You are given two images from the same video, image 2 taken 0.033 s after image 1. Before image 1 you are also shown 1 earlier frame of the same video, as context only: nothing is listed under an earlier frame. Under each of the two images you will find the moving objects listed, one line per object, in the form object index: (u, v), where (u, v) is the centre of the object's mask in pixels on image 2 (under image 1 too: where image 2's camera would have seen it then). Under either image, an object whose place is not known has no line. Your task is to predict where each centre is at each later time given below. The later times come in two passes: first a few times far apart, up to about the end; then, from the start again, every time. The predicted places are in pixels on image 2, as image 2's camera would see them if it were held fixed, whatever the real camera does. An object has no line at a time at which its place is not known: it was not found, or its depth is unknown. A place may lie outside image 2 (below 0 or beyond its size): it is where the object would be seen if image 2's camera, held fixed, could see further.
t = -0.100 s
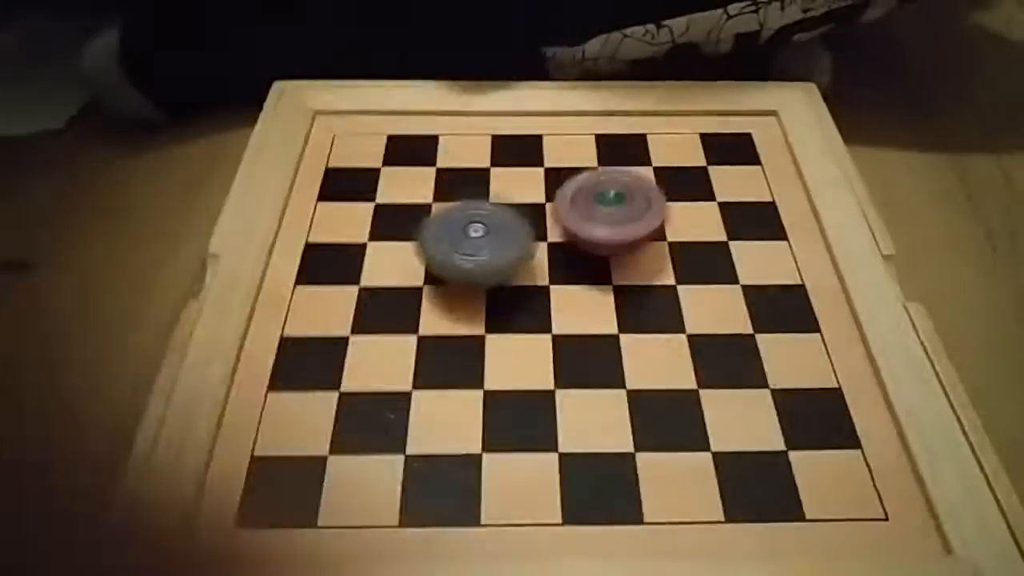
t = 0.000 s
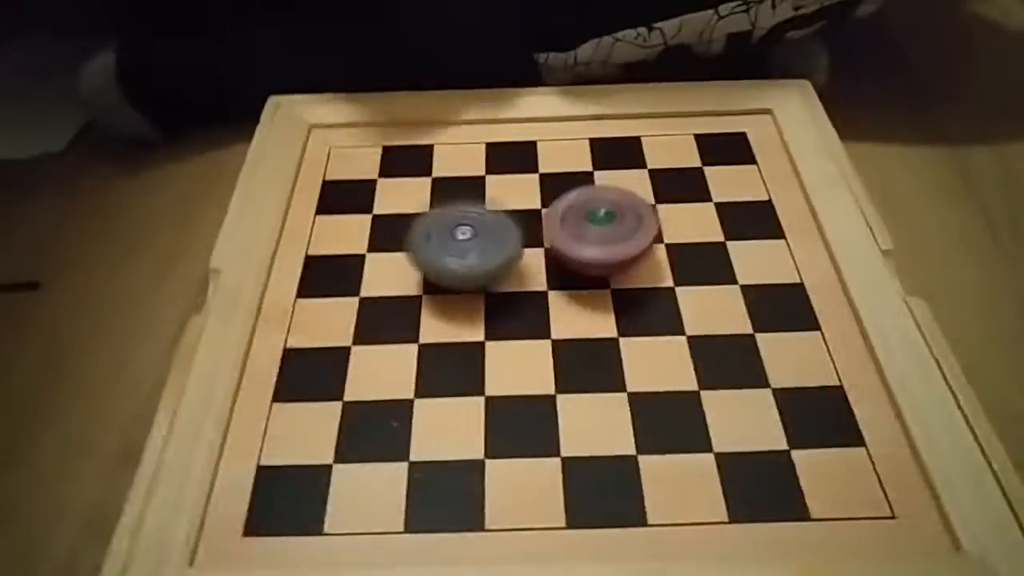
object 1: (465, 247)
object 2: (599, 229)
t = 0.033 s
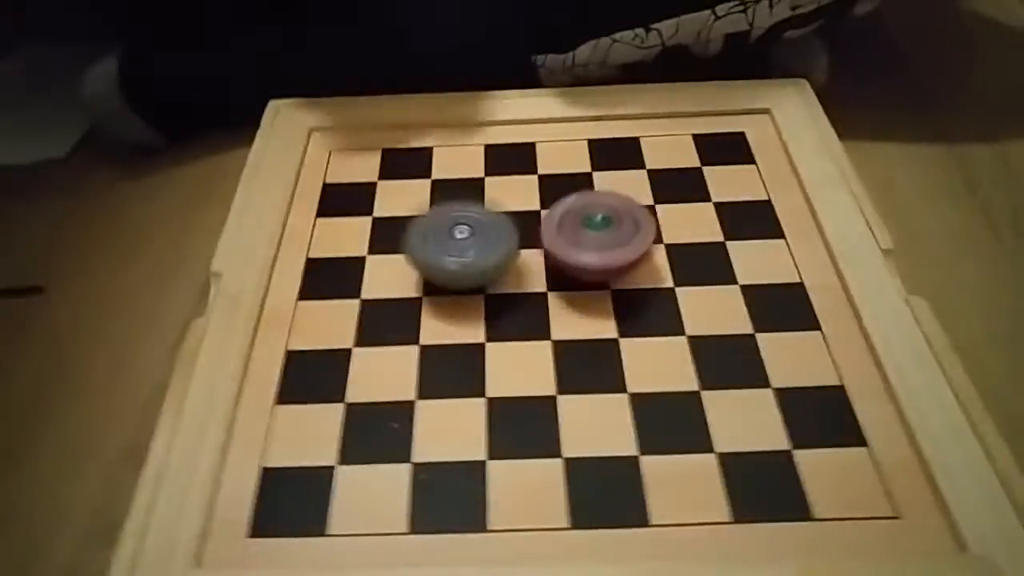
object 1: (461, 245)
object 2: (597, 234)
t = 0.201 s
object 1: (455, 231)
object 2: (583, 254)
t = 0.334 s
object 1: (457, 223)
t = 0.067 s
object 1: (458, 243)
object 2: (594, 239)
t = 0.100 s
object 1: (458, 240)
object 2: (592, 240)
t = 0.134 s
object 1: (456, 235)
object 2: (589, 245)
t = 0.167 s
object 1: (455, 234)
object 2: (585, 251)
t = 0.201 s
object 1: (455, 231)
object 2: (583, 254)
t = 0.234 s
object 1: (455, 230)
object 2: (581, 260)
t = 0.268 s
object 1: (456, 228)
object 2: (577, 266)
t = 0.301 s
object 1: (456, 224)
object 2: (574, 271)
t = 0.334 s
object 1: (457, 223)
